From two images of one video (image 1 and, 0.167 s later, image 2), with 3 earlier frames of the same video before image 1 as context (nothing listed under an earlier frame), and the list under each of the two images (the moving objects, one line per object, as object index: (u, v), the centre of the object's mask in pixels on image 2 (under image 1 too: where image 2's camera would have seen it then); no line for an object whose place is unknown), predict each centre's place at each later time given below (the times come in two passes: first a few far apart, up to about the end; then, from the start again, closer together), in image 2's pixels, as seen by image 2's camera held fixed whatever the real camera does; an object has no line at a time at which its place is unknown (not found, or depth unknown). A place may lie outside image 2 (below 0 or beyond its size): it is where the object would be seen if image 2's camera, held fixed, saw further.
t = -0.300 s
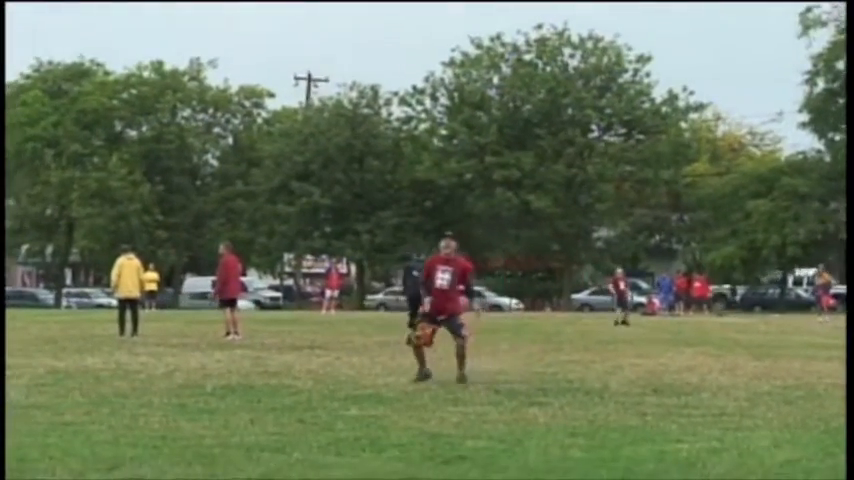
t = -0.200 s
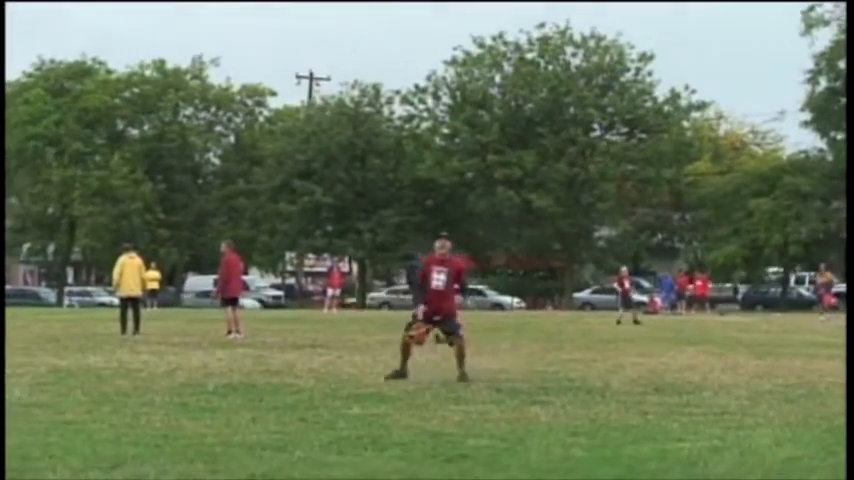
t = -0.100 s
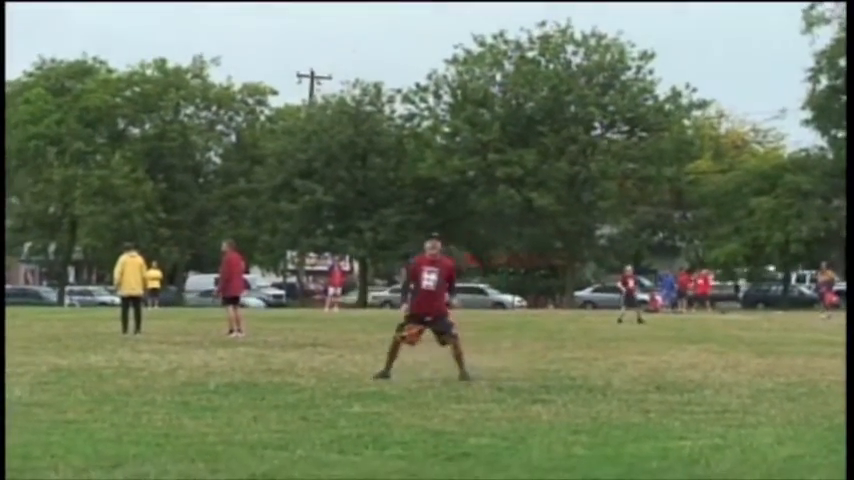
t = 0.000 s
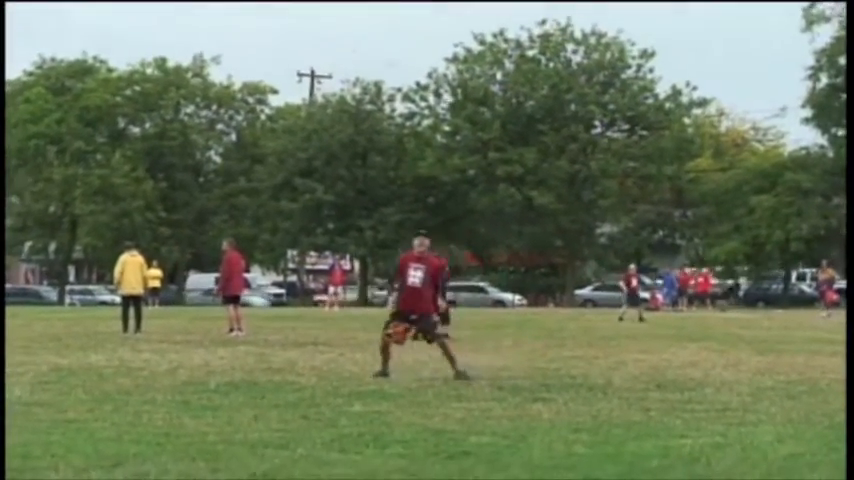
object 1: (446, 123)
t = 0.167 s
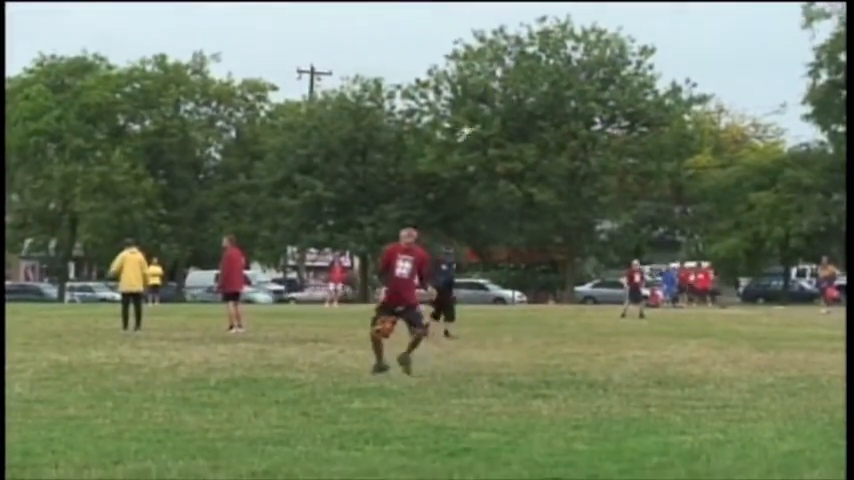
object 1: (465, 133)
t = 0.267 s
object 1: (470, 151)
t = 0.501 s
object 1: (457, 197)
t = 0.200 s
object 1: (467, 139)
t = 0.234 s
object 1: (469, 145)
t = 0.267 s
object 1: (470, 151)
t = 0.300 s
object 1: (470, 158)
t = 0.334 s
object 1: (469, 164)
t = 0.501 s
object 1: (457, 197)
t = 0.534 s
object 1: (453, 204)
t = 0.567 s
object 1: (449, 212)
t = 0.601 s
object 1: (444, 219)
